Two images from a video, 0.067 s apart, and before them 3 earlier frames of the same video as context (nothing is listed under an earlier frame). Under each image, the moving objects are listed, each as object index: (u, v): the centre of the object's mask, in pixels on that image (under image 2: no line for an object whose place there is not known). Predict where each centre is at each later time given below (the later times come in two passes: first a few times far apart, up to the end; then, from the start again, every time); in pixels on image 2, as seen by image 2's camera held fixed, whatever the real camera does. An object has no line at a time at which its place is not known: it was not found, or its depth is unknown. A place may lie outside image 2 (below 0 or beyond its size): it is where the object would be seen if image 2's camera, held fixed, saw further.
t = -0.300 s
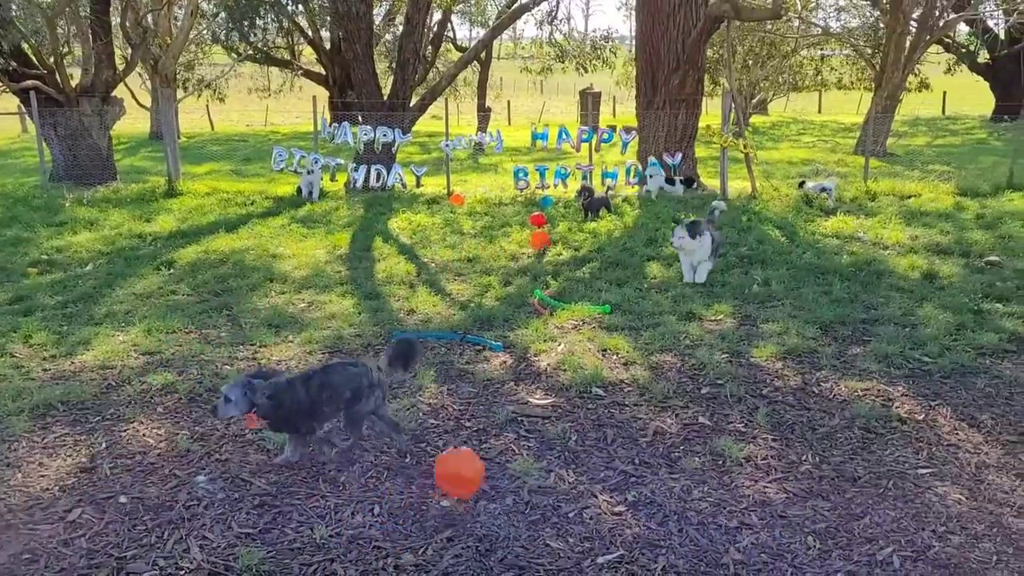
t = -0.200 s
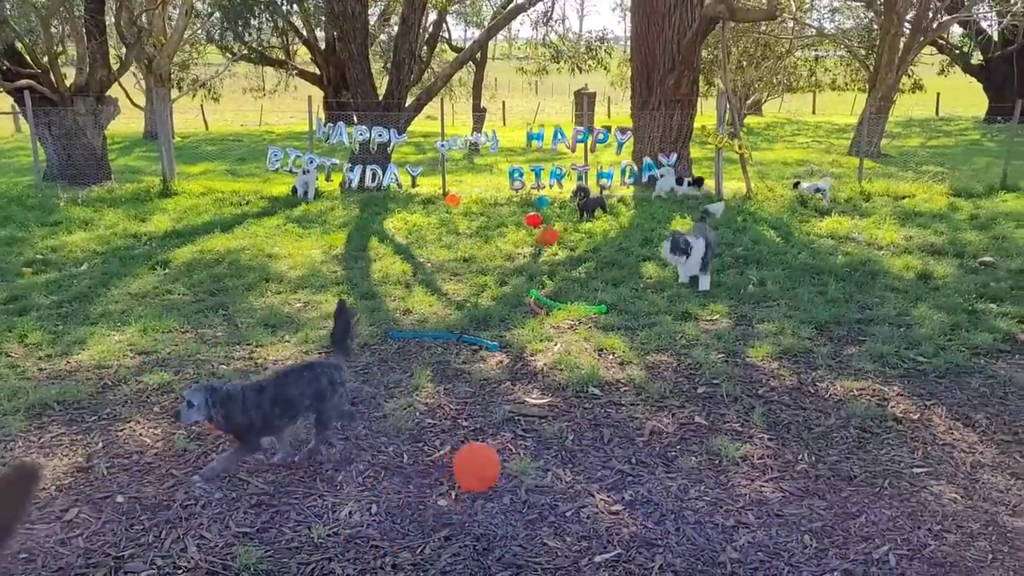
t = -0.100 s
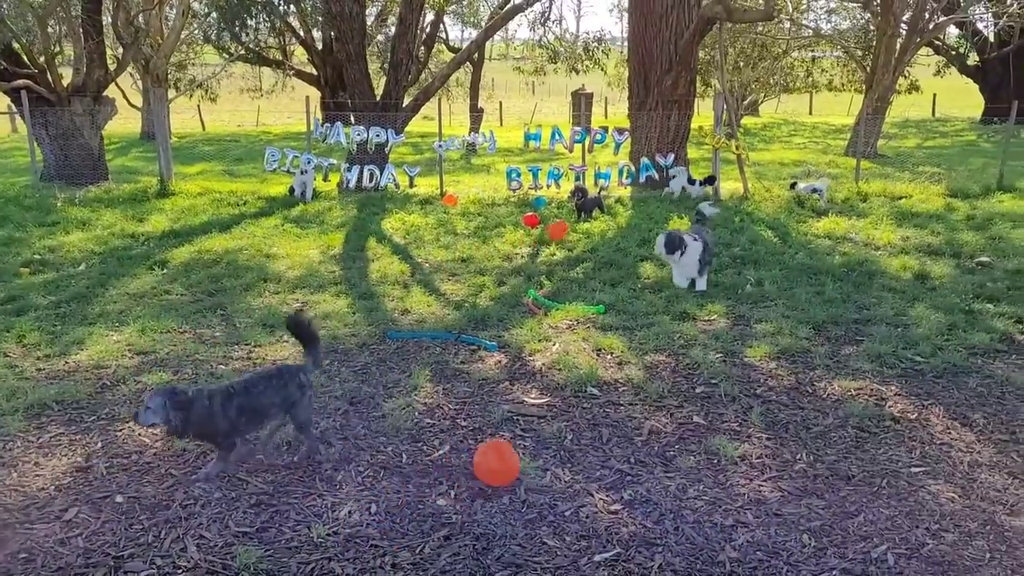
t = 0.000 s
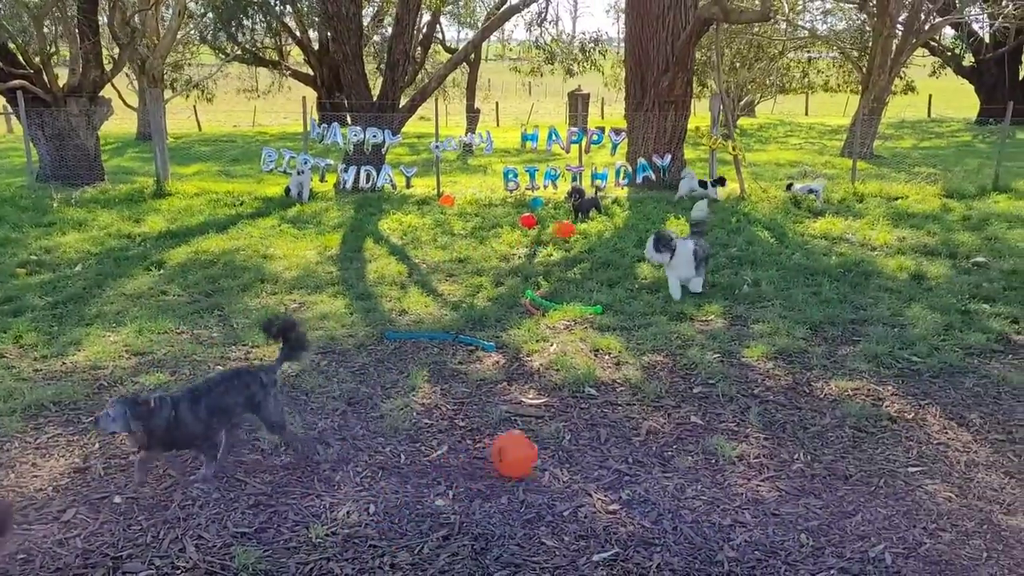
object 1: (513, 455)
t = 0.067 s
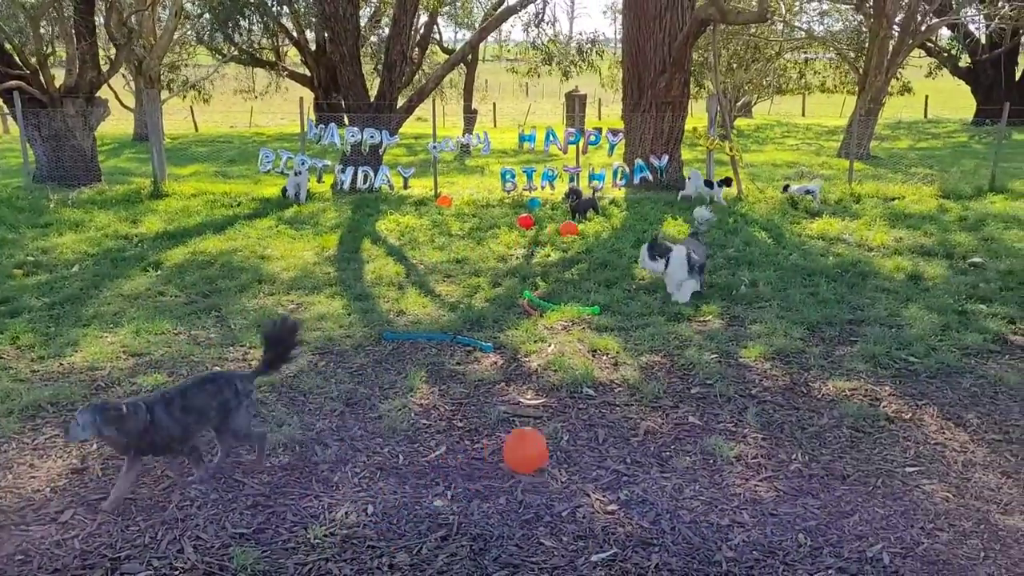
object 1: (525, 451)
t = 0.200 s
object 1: (546, 444)
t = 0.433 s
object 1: (581, 438)
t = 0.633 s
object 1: (610, 435)
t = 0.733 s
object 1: (620, 434)
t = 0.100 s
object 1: (530, 451)
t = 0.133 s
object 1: (537, 446)
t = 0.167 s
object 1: (543, 444)
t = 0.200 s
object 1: (546, 444)
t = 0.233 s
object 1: (552, 446)
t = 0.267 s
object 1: (557, 447)
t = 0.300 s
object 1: (561, 443)
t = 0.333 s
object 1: (566, 440)
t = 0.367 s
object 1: (571, 440)
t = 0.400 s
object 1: (576, 439)
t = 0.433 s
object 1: (581, 438)
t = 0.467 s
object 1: (586, 437)
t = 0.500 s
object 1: (591, 438)
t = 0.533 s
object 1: (596, 438)
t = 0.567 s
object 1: (601, 438)
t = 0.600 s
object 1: (606, 436)
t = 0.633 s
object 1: (610, 435)
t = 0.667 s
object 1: (614, 435)
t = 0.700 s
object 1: (617, 433)
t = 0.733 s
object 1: (620, 434)
